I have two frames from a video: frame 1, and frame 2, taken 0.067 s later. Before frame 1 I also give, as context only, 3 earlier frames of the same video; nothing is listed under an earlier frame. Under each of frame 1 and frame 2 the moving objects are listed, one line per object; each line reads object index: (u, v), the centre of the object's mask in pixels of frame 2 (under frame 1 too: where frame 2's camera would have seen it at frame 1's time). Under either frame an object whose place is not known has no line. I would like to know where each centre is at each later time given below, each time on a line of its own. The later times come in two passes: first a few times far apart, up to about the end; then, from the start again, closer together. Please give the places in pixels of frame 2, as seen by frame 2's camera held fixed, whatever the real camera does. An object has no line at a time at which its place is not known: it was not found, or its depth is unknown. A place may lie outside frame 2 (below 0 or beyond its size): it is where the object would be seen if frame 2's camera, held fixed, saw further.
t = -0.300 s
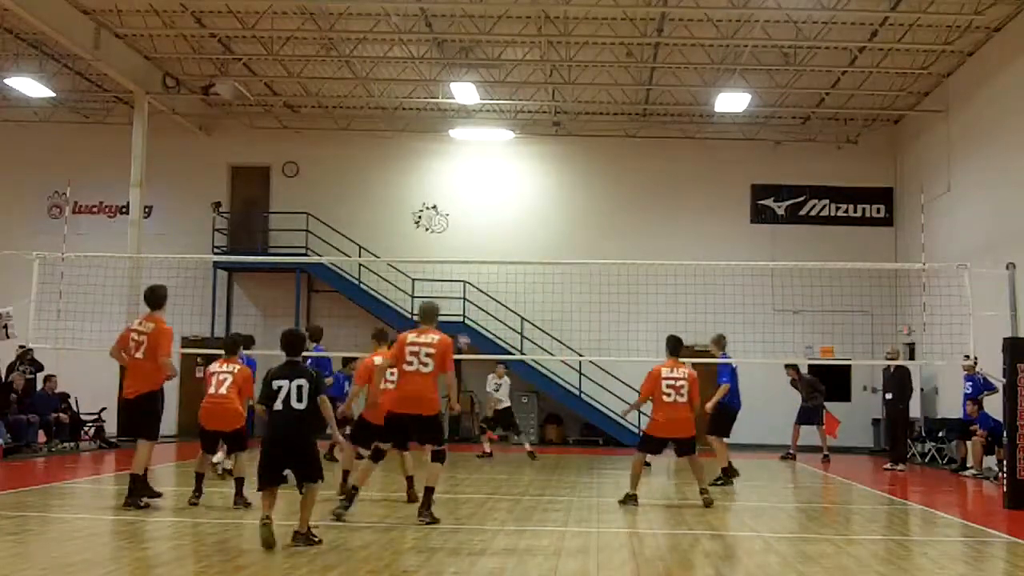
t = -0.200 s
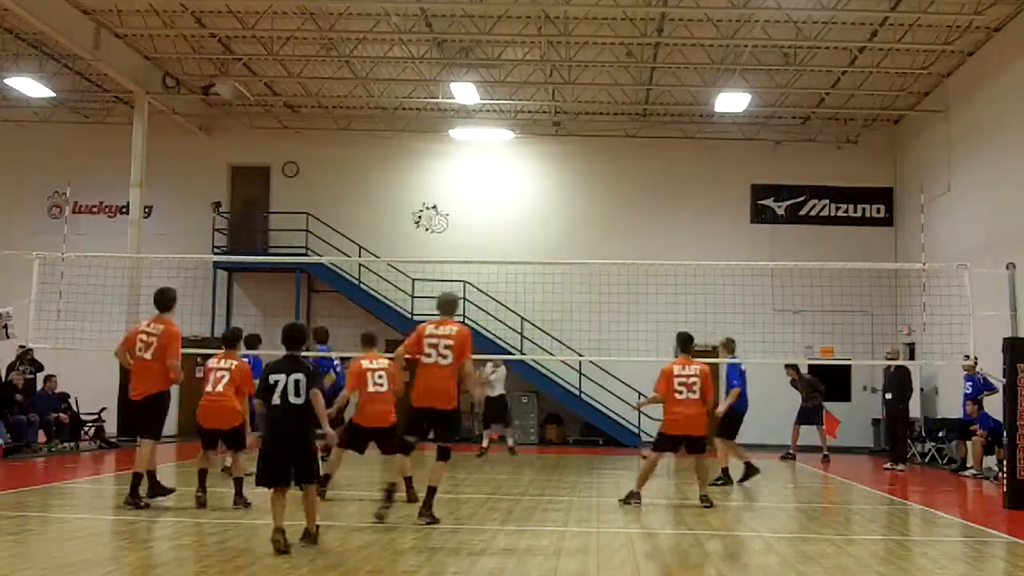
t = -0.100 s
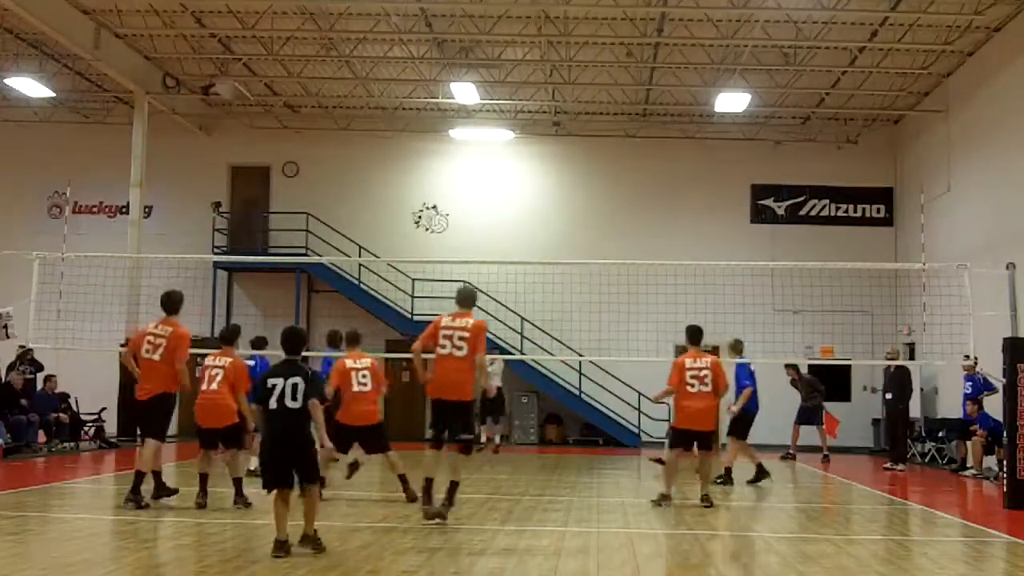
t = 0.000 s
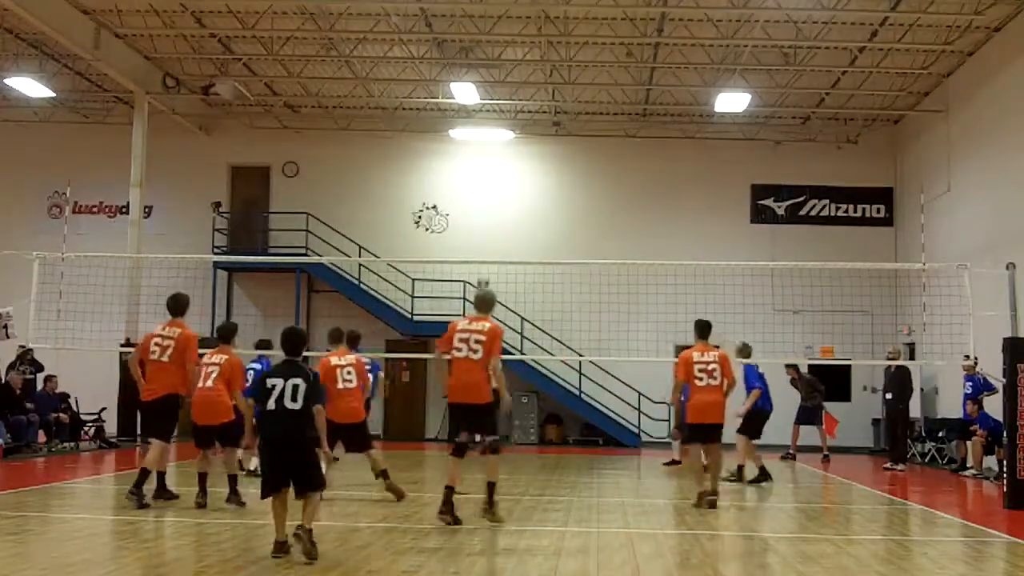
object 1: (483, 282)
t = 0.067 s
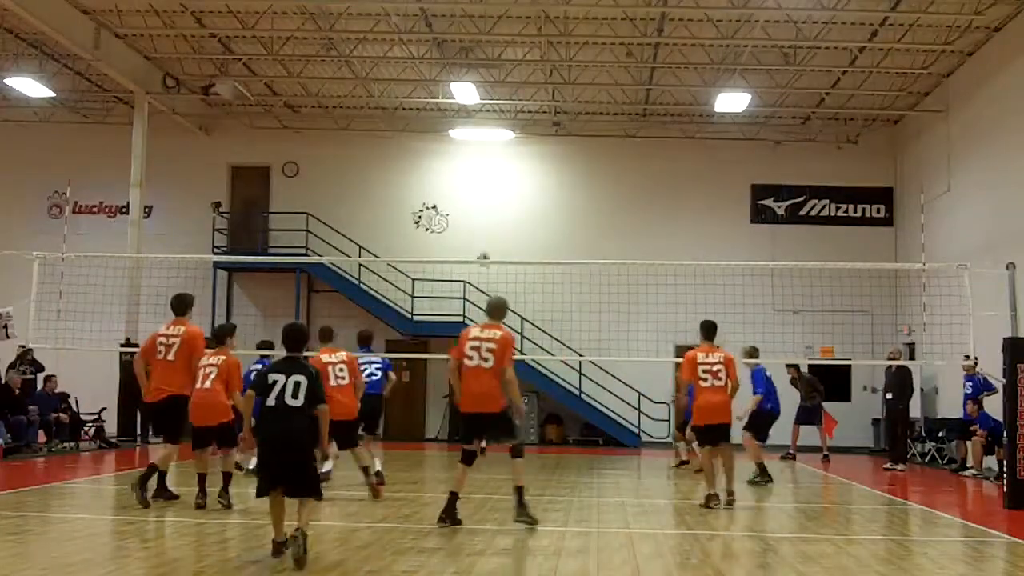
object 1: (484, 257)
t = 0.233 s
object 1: (483, 207)
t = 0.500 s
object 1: (484, 159)
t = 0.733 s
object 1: (484, 154)
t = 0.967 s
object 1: (483, 191)
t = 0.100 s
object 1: (483, 247)
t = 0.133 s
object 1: (483, 236)
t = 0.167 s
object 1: (483, 226)
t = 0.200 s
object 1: (483, 216)
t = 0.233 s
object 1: (483, 207)
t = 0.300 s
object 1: (484, 191)
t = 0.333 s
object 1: (484, 184)
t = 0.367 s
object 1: (484, 177)
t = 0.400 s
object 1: (484, 172)
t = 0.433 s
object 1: (484, 166)
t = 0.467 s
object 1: (484, 163)
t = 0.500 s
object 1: (484, 159)
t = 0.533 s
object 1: (484, 157)
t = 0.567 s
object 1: (484, 154)
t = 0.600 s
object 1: (484, 153)
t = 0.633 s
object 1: (484, 152)
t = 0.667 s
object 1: (484, 152)
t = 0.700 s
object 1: (484, 153)
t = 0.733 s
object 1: (484, 154)
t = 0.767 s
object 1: (484, 157)
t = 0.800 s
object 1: (483, 161)
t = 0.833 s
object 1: (483, 165)
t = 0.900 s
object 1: (483, 177)
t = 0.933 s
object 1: (483, 183)
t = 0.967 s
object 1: (483, 191)
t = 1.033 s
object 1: (482, 209)
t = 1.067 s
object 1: (482, 219)
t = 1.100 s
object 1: (482, 231)
